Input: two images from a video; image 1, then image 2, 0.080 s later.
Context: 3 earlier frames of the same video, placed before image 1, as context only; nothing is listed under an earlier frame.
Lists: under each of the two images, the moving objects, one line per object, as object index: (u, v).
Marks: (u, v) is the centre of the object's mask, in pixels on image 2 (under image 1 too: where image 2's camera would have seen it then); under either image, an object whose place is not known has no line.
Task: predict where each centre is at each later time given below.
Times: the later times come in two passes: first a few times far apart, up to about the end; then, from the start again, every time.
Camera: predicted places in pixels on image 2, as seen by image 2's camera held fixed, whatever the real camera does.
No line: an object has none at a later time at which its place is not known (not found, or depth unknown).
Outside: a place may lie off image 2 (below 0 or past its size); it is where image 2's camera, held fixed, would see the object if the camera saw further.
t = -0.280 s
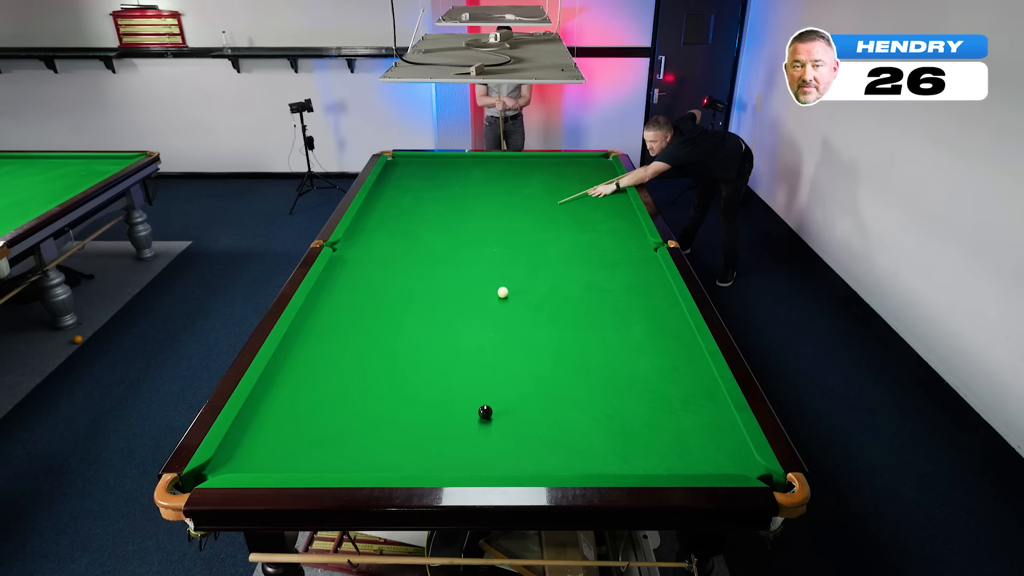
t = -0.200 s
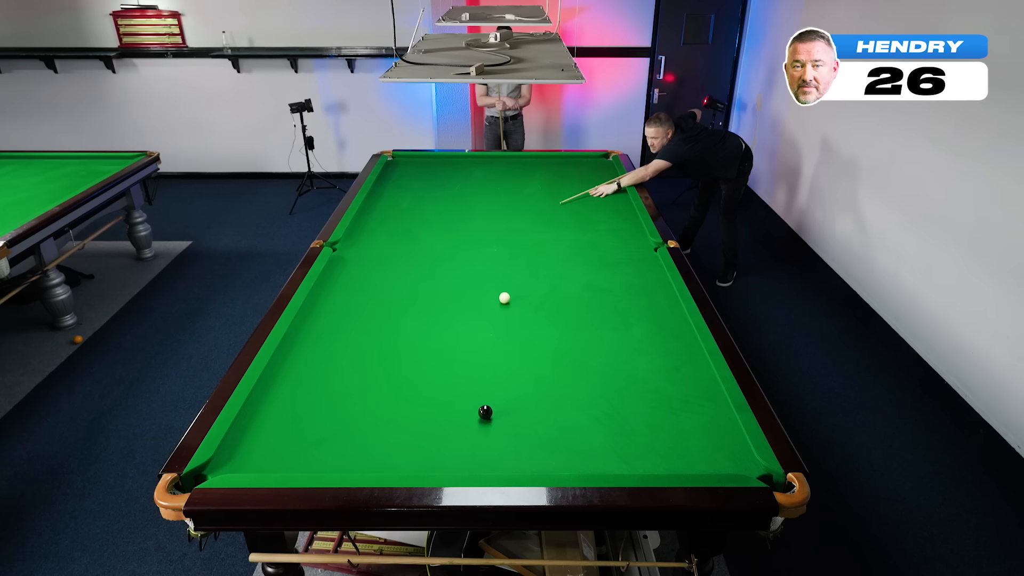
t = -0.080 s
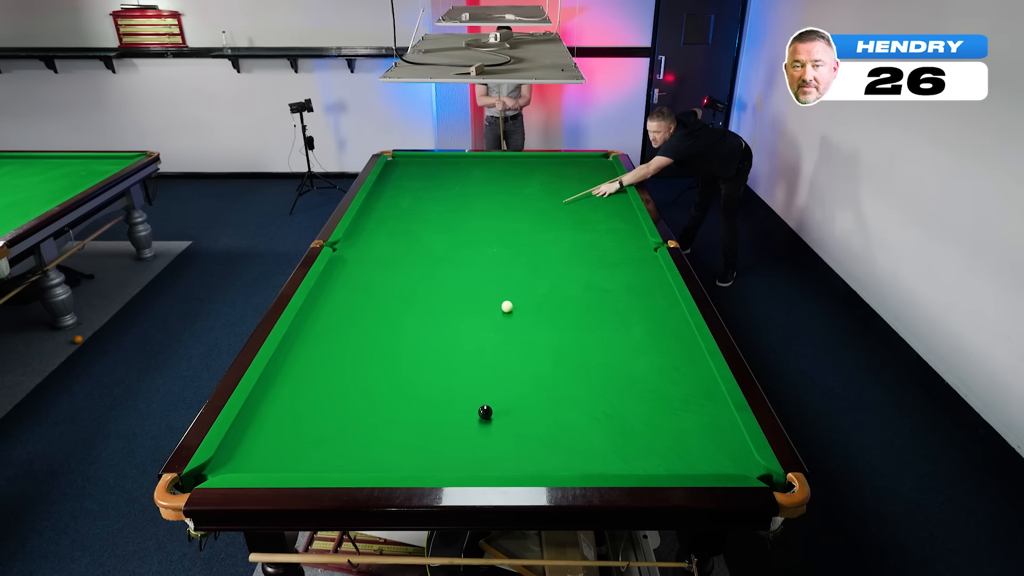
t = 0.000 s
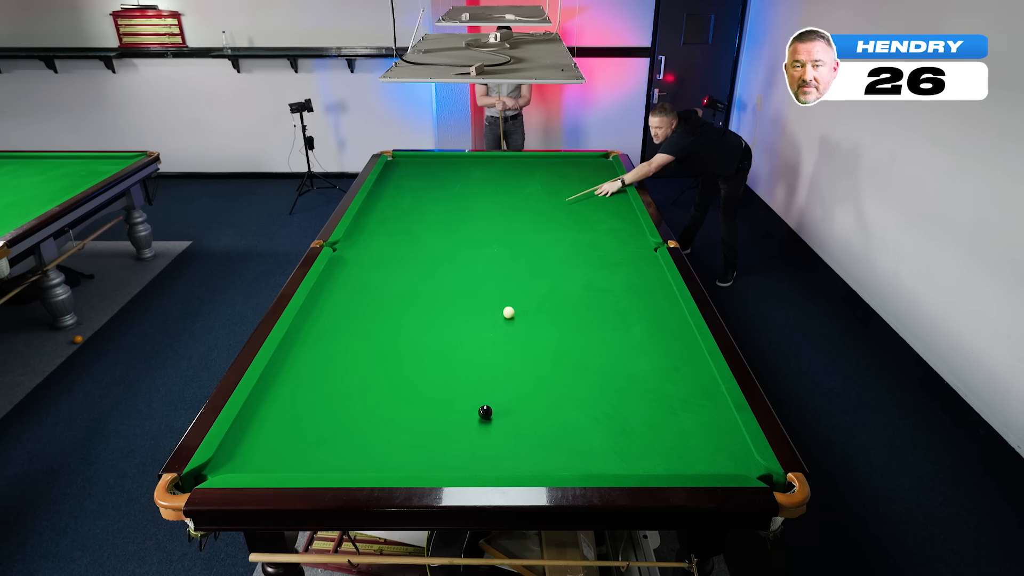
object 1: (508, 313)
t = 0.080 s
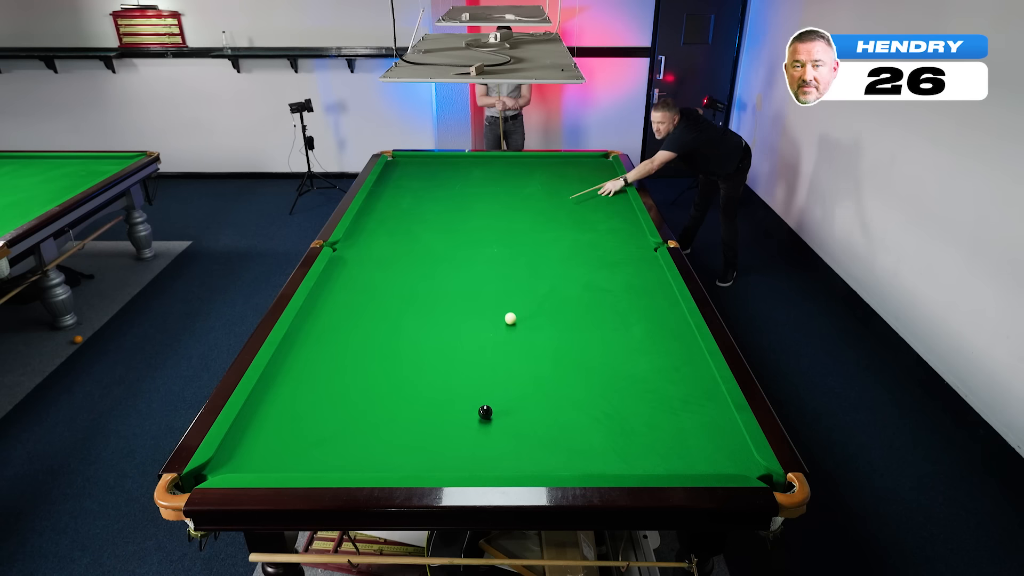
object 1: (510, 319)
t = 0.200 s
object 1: (513, 328)
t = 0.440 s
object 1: (519, 347)
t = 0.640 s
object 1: (524, 365)
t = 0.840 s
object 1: (528, 383)
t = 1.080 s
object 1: (535, 406)
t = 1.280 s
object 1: (541, 426)
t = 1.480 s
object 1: (547, 447)
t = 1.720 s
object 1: (554, 467)
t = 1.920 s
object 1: (555, 453)
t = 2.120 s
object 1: (557, 439)
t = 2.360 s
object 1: (559, 425)
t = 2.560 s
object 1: (560, 414)
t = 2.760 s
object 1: (561, 405)
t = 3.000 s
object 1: (562, 395)
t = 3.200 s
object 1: (563, 388)
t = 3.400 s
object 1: (564, 381)
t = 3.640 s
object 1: (564, 374)
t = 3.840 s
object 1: (565, 369)
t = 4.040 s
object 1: (565, 365)
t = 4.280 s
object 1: (565, 361)
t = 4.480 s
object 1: (566, 358)
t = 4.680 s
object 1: (566, 356)
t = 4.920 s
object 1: (566, 354)
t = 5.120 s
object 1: (566, 353)
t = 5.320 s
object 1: (566, 352)
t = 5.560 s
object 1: (566, 352)
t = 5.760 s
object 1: (566, 352)
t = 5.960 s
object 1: (566, 352)
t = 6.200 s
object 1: (566, 352)
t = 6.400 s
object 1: (566, 352)
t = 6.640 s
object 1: (566, 352)
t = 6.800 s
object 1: (566, 352)
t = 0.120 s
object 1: (511, 322)
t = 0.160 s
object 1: (512, 325)
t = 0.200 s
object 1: (513, 328)
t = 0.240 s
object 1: (514, 331)
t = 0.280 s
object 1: (515, 334)
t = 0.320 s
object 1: (516, 338)
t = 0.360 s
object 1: (517, 341)
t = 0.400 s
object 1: (518, 344)
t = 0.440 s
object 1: (519, 347)
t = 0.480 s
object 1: (520, 351)
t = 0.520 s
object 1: (521, 354)
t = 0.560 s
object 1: (521, 358)
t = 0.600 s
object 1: (522, 361)
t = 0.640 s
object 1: (524, 365)
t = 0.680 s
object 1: (525, 368)
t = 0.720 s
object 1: (526, 372)
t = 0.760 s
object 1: (527, 375)
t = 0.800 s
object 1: (528, 379)
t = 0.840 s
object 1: (528, 383)
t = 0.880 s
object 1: (530, 386)
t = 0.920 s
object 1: (531, 390)
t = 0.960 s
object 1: (532, 394)
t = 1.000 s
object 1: (533, 398)
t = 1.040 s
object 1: (534, 402)
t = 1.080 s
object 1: (535, 406)
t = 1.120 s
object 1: (536, 410)
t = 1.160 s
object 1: (537, 414)
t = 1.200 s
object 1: (538, 418)
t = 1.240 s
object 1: (539, 422)
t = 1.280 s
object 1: (541, 426)
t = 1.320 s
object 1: (542, 430)
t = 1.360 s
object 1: (543, 434)
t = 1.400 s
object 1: (544, 439)
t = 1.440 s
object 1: (545, 443)
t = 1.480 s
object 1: (547, 447)
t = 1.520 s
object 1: (548, 452)
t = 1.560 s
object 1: (549, 456)
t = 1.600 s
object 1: (550, 461)
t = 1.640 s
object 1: (552, 465)
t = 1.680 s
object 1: (553, 468)
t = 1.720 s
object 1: (554, 467)
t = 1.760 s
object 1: (554, 465)
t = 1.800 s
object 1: (554, 462)
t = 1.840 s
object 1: (555, 459)
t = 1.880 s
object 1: (555, 456)
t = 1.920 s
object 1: (555, 453)
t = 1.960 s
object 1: (556, 450)
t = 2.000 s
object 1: (556, 447)
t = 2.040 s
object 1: (556, 444)
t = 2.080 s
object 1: (557, 442)
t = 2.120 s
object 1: (557, 439)
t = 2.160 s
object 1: (557, 437)
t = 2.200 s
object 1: (558, 434)
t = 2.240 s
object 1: (558, 432)
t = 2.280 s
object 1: (558, 429)
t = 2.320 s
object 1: (558, 427)
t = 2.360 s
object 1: (559, 425)
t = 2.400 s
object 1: (559, 423)
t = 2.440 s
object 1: (559, 420)
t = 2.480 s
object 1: (560, 418)
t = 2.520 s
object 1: (560, 416)
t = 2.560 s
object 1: (560, 414)
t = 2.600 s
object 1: (560, 412)
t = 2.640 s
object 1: (561, 410)
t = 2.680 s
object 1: (561, 409)
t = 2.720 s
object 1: (561, 407)
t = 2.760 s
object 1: (561, 405)
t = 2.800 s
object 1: (562, 403)
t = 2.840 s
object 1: (562, 401)
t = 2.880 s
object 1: (562, 400)
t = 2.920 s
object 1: (562, 398)
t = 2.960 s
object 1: (562, 396)
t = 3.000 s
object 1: (562, 395)
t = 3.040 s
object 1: (562, 393)
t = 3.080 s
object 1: (563, 392)
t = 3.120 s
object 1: (563, 390)
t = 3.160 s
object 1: (563, 389)
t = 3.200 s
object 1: (563, 388)
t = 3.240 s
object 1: (563, 386)
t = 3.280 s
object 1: (563, 385)
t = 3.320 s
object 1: (563, 384)
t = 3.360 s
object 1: (564, 382)
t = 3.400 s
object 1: (564, 381)
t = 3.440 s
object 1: (564, 380)
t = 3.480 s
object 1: (564, 379)
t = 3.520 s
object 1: (564, 378)
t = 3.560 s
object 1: (564, 377)
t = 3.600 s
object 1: (564, 375)
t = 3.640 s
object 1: (564, 374)
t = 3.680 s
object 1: (564, 373)
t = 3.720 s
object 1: (564, 372)
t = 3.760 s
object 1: (565, 371)
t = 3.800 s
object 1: (565, 370)
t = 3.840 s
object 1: (565, 369)
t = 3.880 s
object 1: (565, 369)
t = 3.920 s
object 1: (565, 368)
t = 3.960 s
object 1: (565, 367)
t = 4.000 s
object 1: (565, 366)
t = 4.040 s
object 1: (565, 365)
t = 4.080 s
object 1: (565, 365)
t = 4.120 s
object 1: (565, 364)
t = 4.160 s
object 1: (565, 363)
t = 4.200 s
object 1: (565, 362)
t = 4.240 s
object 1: (565, 362)
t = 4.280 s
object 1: (565, 361)
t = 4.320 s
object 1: (566, 361)
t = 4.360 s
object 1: (566, 360)
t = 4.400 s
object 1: (566, 359)
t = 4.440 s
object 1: (566, 359)
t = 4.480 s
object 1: (566, 358)
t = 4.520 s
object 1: (566, 358)
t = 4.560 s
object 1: (566, 357)
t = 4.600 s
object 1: (566, 357)
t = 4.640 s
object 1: (566, 356)
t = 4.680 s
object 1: (566, 356)
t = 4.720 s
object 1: (566, 355)
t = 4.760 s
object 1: (566, 355)
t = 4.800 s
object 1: (566, 355)
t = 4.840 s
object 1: (566, 354)
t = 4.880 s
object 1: (566, 354)
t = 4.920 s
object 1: (566, 354)
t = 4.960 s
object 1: (566, 353)
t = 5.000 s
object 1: (566, 353)
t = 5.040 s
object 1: (566, 353)
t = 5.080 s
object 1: (566, 353)
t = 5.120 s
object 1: (566, 353)
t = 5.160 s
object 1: (566, 352)
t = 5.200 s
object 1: (566, 352)
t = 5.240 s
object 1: (566, 352)
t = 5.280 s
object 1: (566, 352)
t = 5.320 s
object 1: (566, 352)
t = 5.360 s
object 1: (566, 352)
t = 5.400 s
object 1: (566, 352)
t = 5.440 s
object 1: (566, 352)
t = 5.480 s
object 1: (566, 352)
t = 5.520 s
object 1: (566, 352)
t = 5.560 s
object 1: (566, 352)
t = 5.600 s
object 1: (566, 352)
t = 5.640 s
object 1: (566, 352)
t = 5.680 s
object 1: (566, 352)
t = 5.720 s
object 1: (566, 352)
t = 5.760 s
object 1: (566, 352)
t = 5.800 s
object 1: (566, 352)
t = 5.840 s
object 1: (566, 352)
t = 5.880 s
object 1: (566, 352)
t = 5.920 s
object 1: (566, 352)
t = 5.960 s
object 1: (566, 352)
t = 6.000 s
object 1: (566, 352)
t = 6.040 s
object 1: (566, 352)
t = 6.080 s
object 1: (566, 352)
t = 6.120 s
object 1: (566, 352)
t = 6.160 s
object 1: (566, 352)
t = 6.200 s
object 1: (566, 352)
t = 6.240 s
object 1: (566, 352)
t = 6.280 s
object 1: (566, 352)
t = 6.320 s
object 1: (566, 352)
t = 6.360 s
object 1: (566, 352)
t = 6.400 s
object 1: (566, 352)
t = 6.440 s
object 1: (566, 352)
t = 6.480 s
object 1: (566, 352)
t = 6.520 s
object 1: (566, 352)
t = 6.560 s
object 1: (566, 352)
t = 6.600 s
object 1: (566, 352)
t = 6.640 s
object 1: (566, 352)
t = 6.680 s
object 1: (566, 352)
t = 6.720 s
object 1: (566, 352)
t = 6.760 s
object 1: (566, 352)
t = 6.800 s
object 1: (566, 352)
